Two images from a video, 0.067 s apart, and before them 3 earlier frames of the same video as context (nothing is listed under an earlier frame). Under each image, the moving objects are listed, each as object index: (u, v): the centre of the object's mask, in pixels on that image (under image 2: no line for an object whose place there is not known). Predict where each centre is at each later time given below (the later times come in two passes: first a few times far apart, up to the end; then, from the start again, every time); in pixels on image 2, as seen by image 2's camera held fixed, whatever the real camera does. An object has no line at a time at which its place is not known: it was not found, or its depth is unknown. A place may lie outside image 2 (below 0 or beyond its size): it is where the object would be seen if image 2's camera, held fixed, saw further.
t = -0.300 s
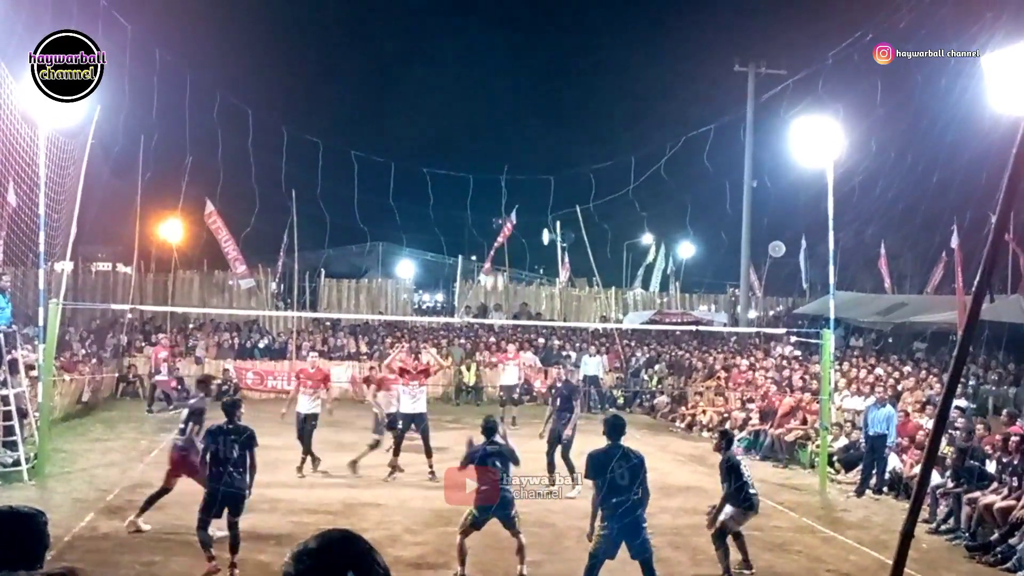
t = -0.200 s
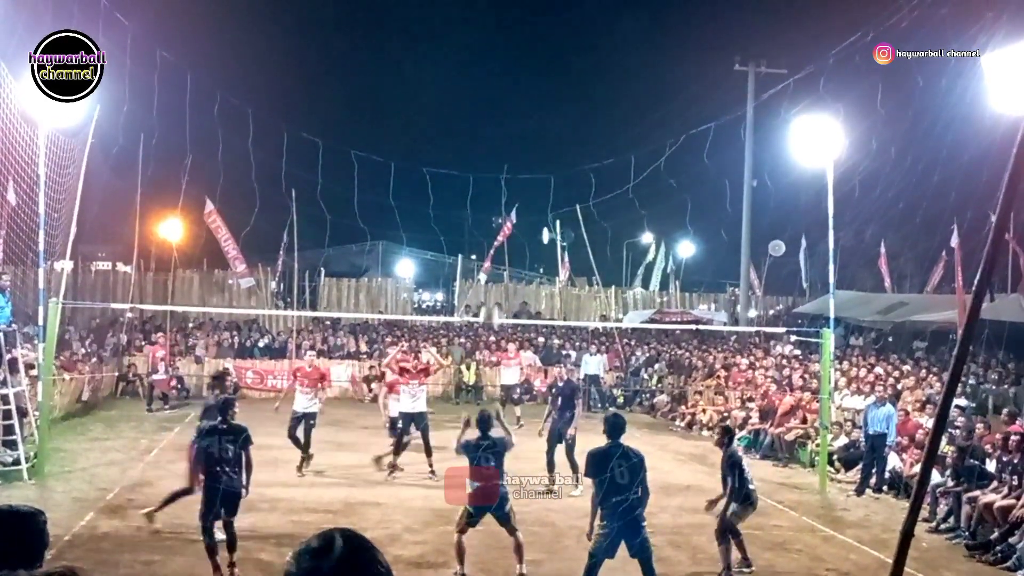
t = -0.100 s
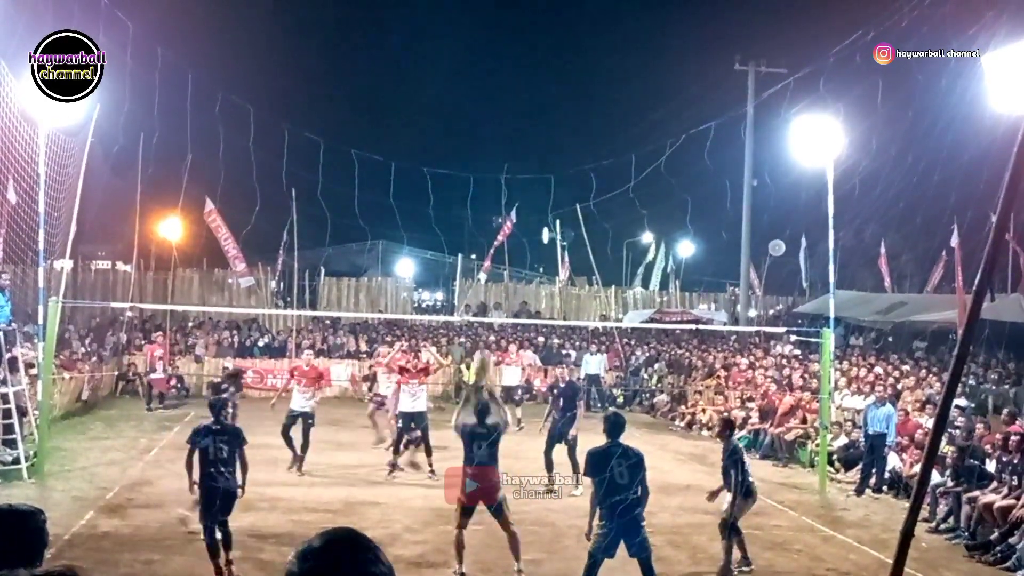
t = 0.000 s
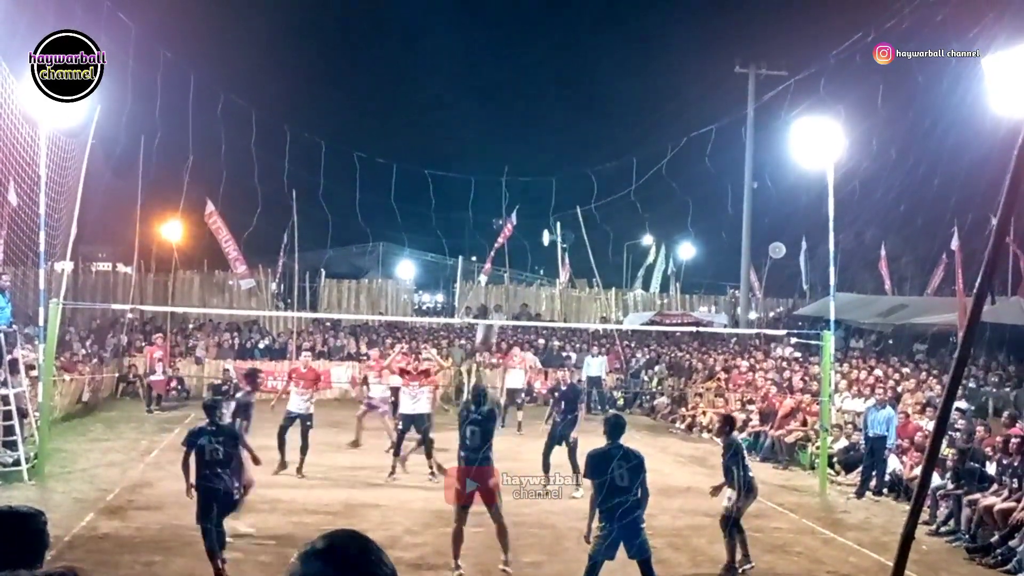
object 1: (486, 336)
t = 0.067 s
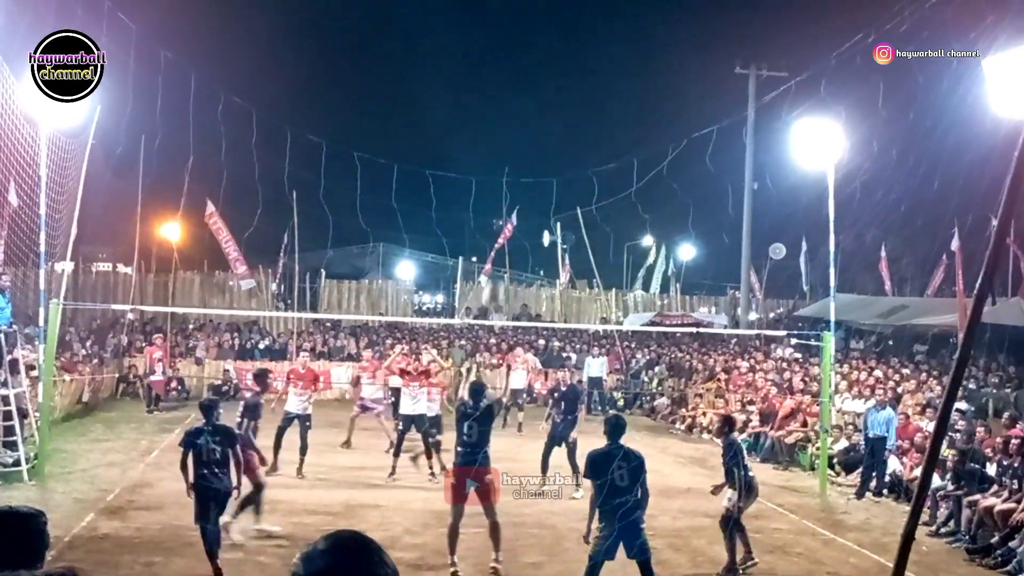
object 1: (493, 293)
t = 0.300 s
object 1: (513, 191)
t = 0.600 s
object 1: (534, 141)
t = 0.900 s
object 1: (550, 164)
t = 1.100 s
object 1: (558, 214)
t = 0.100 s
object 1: (497, 274)
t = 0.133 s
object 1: (498, 258)
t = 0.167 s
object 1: (501, 242)
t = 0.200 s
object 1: (506, 225)
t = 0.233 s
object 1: (508, 213)
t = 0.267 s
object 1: (511, 201)
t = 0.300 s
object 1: (513, 191)
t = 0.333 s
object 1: (516, 181)
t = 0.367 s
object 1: (519, 172)
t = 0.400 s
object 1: (521, 165)
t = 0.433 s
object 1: (524, 159)
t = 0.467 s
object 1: (526, 153)
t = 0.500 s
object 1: (528, 148)
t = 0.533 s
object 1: (530, 145)
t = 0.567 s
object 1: (532, 142)
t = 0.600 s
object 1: (534, 141)
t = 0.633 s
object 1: (536, 140)
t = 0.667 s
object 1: (538, 140)
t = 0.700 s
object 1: (540, 141)
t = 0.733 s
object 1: (542, 143)
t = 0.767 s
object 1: (544, 146)
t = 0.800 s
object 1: (545, 149)
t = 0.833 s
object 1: (547, 153)
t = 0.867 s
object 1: (549, 159)
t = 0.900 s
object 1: (550, 164)
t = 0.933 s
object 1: (552, 171)
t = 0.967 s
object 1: (553, 178)
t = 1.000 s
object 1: (554, 186)
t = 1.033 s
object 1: (556, 195)
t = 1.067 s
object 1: (557, 205)
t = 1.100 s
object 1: (558, 214)
